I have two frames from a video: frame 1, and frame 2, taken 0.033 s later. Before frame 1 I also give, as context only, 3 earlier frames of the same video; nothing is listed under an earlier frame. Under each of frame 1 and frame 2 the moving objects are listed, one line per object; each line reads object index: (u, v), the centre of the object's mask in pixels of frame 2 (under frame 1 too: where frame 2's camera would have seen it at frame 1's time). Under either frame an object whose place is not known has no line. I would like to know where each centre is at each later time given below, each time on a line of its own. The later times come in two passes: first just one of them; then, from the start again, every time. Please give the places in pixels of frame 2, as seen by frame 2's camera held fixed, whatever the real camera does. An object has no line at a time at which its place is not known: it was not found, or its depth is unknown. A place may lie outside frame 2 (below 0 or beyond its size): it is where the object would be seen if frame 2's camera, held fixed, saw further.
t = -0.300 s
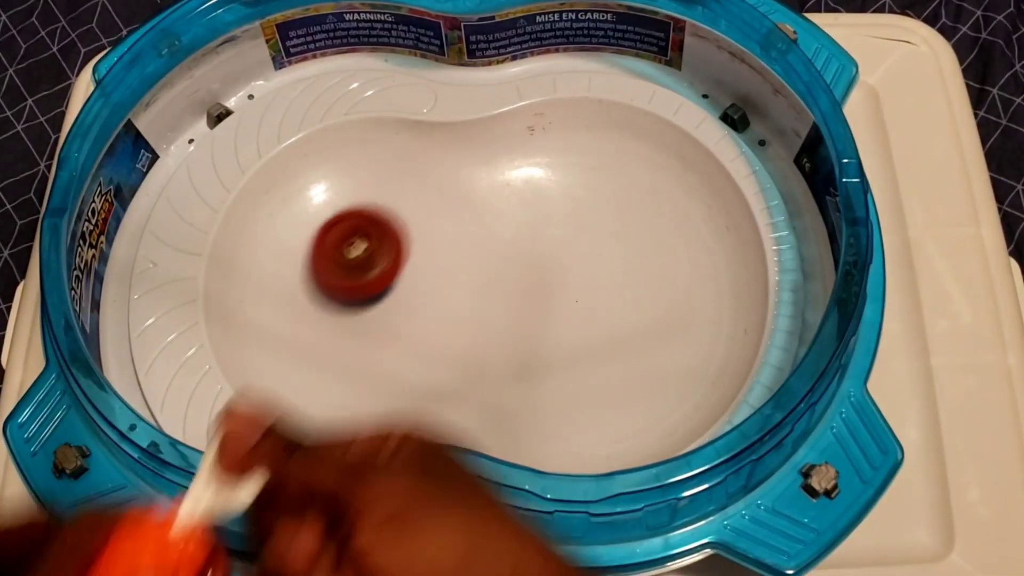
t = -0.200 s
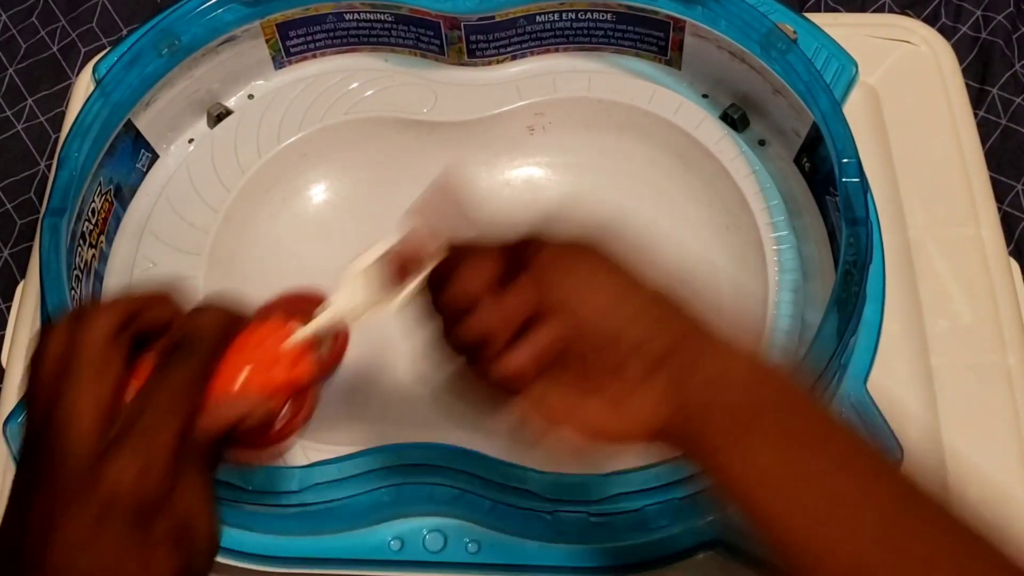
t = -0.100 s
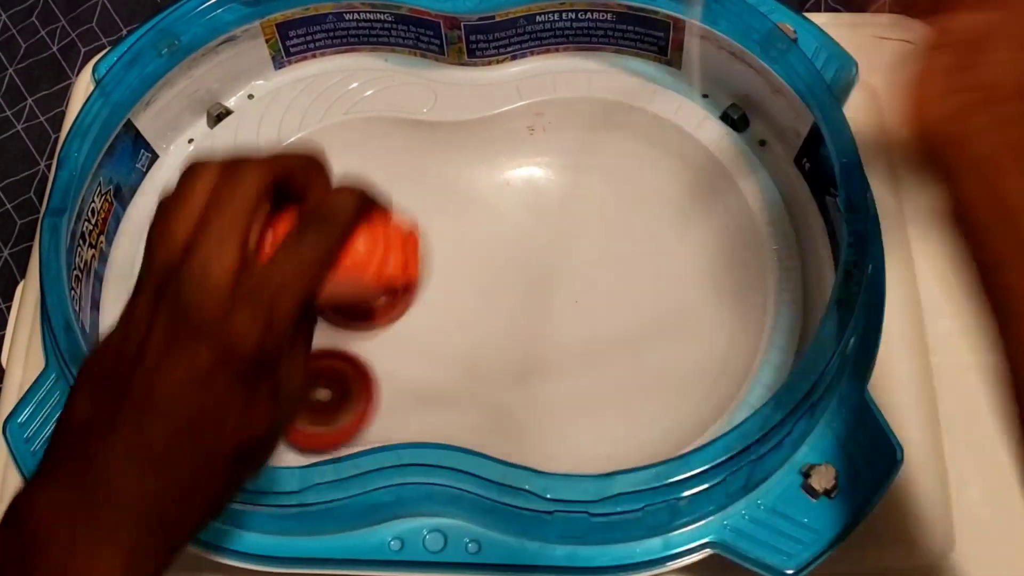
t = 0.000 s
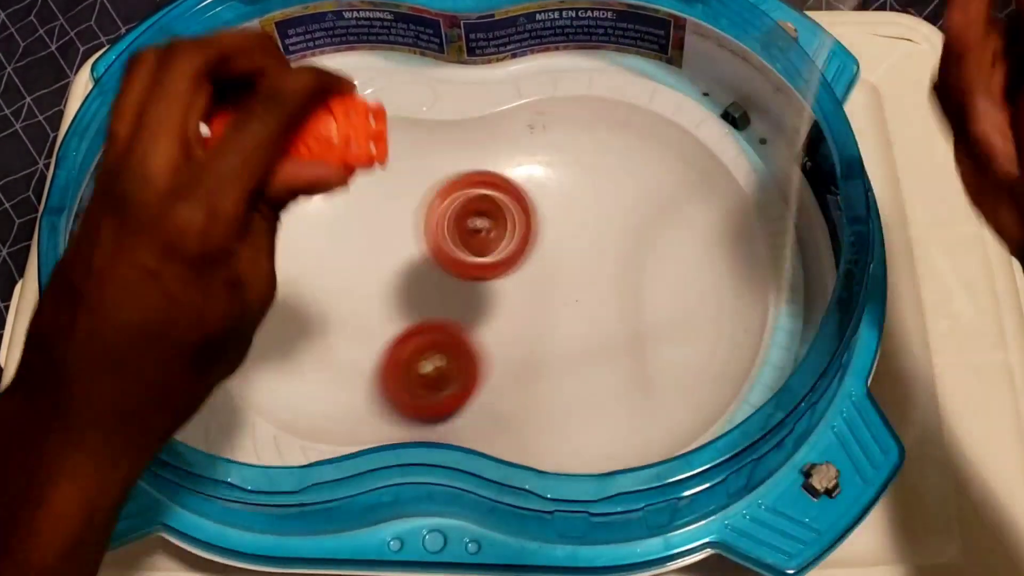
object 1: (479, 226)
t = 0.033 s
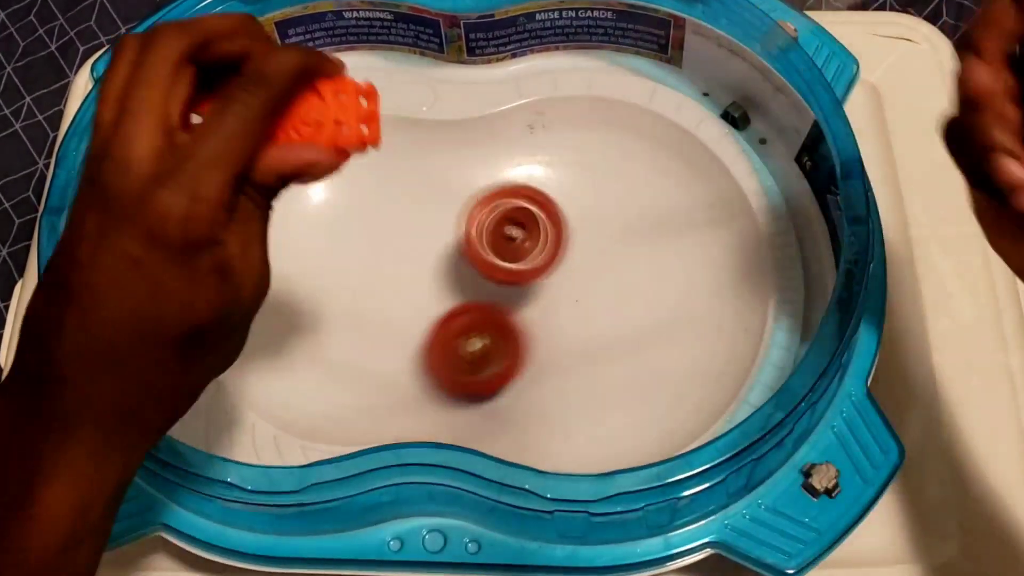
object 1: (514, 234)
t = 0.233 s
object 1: (769, 136)
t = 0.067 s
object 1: (548, 237)
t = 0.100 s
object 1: (596, 210)
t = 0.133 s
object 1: (643, 192)
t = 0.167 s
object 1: (690, 184)
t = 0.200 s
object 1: (725, 182)
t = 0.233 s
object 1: (769, 136)
